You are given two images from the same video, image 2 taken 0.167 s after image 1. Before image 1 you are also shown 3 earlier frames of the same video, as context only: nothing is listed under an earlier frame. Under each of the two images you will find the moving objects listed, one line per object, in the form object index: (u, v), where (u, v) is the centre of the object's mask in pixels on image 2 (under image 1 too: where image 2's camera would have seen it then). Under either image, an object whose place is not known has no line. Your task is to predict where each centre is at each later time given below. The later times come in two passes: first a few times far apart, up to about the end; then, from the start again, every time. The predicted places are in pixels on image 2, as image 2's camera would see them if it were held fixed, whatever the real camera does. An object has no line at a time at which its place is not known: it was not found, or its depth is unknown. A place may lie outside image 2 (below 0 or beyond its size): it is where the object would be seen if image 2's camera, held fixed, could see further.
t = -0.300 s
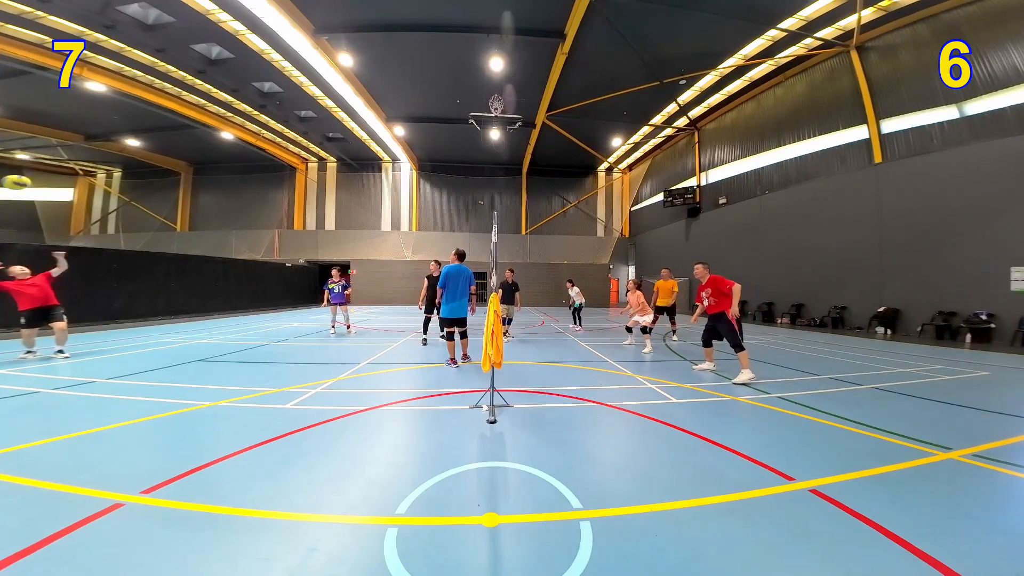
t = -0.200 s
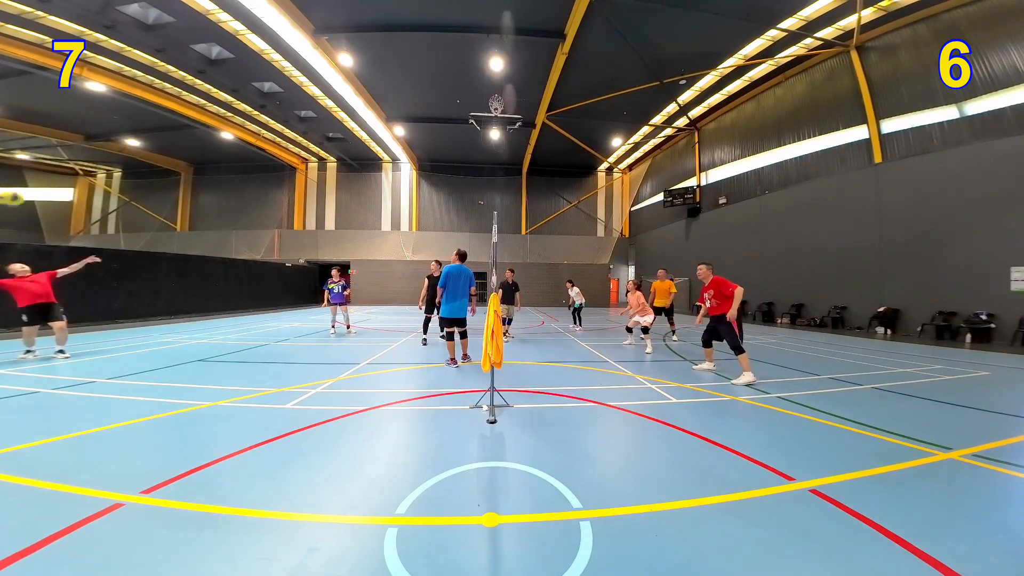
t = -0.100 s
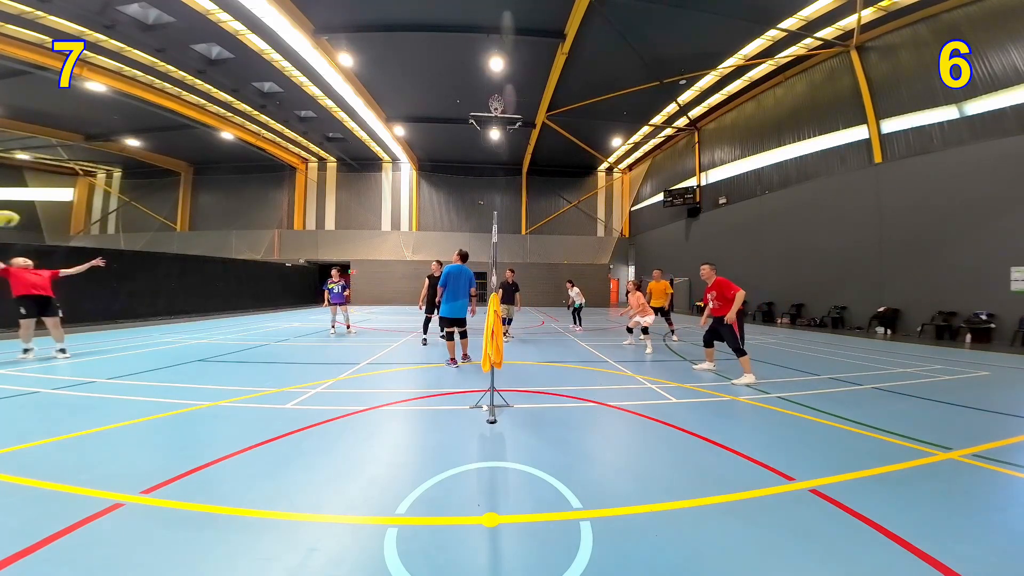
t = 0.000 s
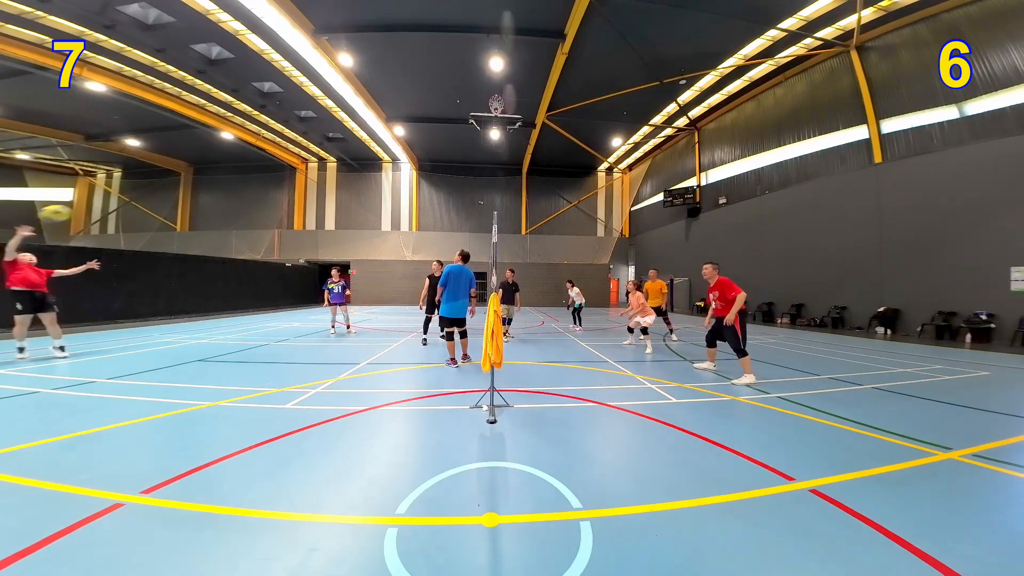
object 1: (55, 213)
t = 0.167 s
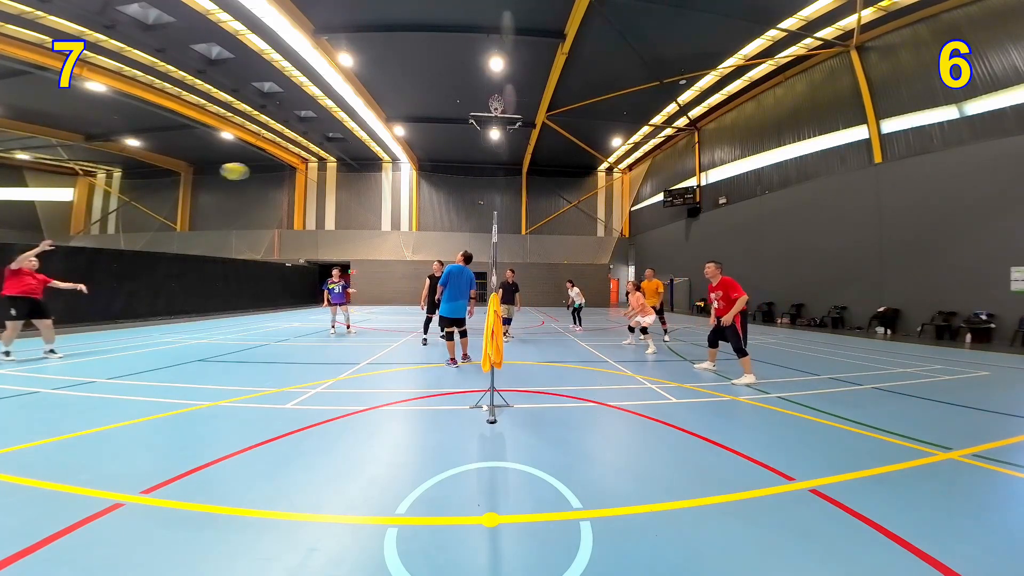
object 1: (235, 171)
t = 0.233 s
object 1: (298, 167)
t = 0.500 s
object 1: (510, 202)
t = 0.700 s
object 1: (620, 260)
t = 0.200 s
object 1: (268, 168)
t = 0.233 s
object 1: (298, 167)
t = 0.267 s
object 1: (331, 167)
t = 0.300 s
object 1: (360, 169)
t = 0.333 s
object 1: (388, 170)
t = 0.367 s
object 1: (417, 176)
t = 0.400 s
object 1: (441, 181)
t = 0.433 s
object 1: (466, 187)
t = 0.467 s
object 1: (488, 194)
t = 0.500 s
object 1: (510, 202)
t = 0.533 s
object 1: (532, 211)
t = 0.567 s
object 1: (551, 220)
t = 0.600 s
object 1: (569, 229)
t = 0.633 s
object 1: (587, 239)
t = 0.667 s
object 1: (604, 250)
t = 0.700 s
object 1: (620, 260)
